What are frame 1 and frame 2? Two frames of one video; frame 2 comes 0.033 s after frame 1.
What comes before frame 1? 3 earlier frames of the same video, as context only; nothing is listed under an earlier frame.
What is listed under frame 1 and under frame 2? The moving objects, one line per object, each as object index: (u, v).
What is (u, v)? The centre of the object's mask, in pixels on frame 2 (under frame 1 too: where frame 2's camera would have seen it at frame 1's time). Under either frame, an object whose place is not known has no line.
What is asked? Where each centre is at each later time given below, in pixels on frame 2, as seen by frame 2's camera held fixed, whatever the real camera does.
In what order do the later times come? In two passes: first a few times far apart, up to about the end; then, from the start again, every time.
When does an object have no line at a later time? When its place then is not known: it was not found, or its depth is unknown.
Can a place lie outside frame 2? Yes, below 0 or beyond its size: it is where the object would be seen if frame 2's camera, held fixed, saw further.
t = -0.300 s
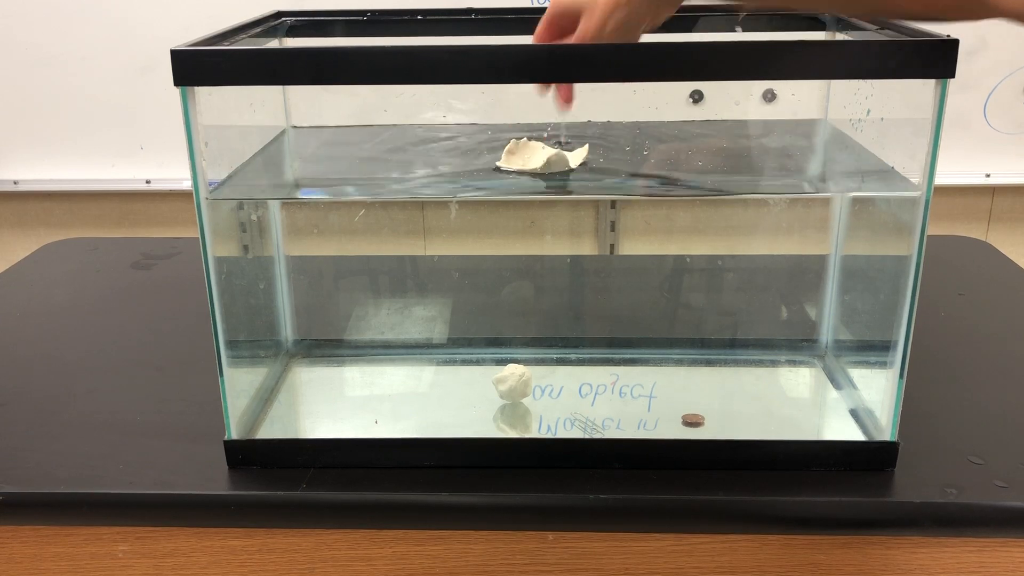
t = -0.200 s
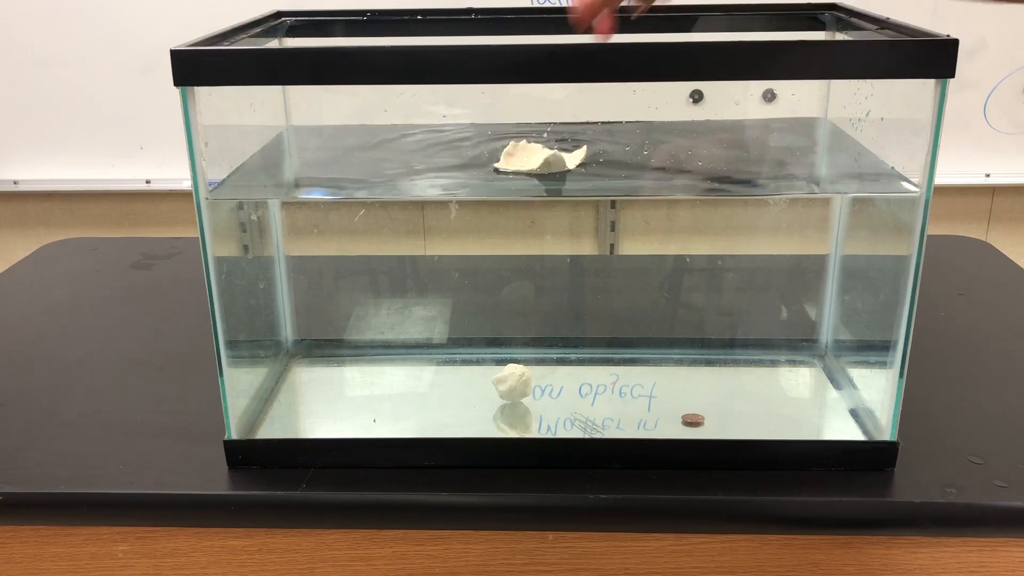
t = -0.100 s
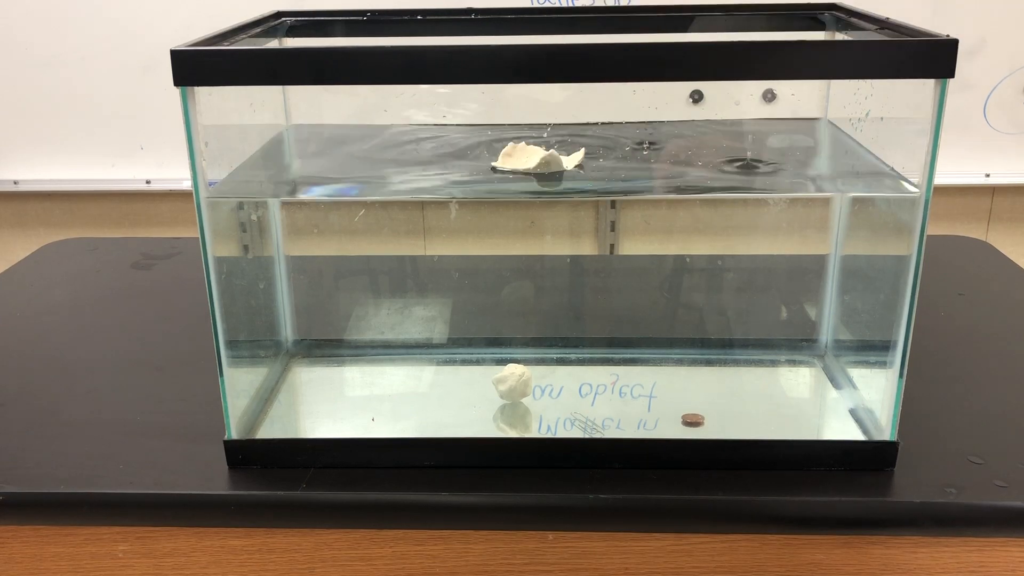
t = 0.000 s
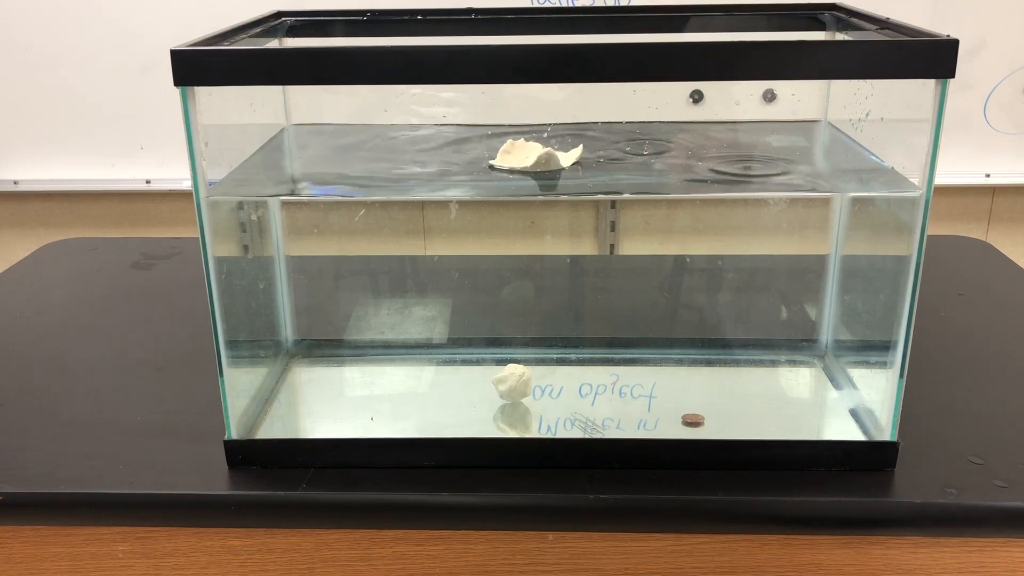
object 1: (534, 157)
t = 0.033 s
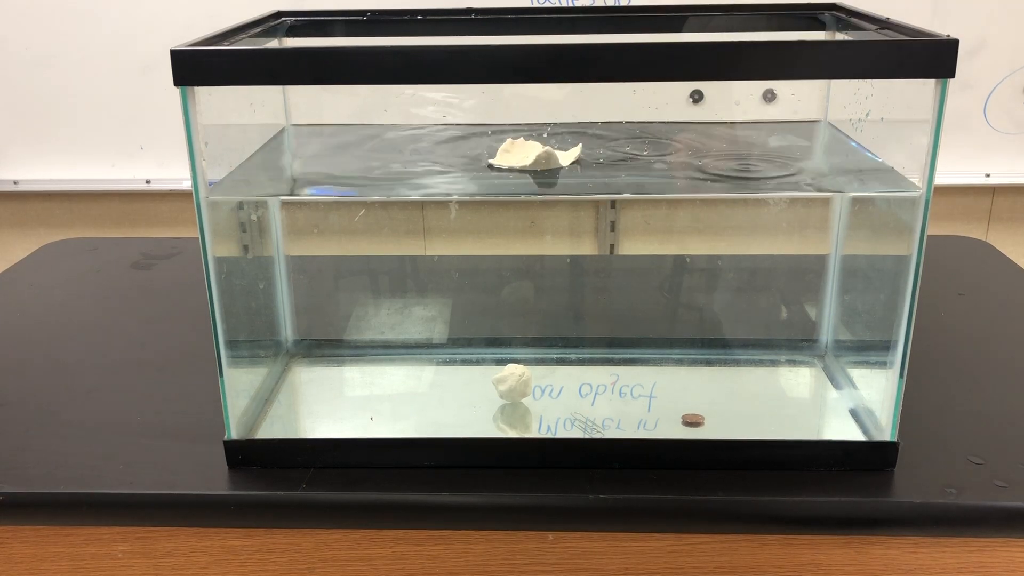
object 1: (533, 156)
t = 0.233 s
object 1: (530, 154)
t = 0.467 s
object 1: (528, 154)
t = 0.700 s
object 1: (523, 151)
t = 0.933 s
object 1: (519, 150)
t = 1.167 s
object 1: (518, 149)
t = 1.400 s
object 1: (516, 147)
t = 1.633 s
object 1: (511, 146)
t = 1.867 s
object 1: (509, 144)
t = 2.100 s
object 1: (507, 144)
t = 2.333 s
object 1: (505, 142)
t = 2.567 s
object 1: (502, 141)
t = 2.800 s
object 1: (500, 140)
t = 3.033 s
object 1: (500, 139)
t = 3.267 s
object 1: (497, 138)
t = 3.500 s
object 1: (495, 137)
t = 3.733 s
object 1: (493, 136)
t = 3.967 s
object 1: (493, 136)
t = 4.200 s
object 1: (490, 134)
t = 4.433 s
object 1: (488, 134)
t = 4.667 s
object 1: (488, 133)
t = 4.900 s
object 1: (486, 132)
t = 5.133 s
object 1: (484, 131)
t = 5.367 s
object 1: (482, 131)
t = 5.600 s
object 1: (481, 130)
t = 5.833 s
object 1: (480, 130)
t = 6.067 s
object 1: (477, 128)
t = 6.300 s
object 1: (477, 129)
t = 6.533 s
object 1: (475, 128)
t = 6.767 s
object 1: (473, 129)
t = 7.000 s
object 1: (471, 128)
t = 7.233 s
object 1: (471, 129)
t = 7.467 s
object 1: (470, 128)
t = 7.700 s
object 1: (467, 129)
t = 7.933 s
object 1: (466, 128)
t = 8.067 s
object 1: (467, 129)
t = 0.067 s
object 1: (532, 155)
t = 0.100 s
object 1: (532, 154)
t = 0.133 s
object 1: (531, 154)
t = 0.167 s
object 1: (530, 154)
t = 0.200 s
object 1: (530, 154)
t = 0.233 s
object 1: (530, 154)
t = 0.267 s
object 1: (530, 154)
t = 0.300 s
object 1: (530, 154)
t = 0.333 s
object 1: (529, 155)
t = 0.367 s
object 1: (529, 155)
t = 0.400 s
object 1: (529, 155)
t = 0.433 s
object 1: (529, 155)
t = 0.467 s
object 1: (528, 154)
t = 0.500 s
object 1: (527, 154)
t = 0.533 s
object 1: (527, 153)
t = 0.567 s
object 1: (526, 152)
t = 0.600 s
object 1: (525, 151)
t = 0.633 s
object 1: (524, 151)
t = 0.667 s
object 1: (524, 151)
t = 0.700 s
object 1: (523, 151)
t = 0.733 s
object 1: (523, 151)
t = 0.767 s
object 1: (523, 151)
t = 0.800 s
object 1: (523, 151)
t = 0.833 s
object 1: (522, 150)
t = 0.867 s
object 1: (521, 150)
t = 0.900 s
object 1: (520, 150)
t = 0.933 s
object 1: (519, 150)
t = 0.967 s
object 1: (518, 150)
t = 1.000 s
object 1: (518, 150)
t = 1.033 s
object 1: (517, 150)
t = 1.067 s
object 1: (517, 150)
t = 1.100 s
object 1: (517, 150)
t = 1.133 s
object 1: (517, 150)
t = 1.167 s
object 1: (518, 149)
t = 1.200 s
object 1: (518, 149)
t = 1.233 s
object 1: (517, 148)
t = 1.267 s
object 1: (517, 148)
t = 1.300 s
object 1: (517, 147)
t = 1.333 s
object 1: (517, 147)
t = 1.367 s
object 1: (516, 147)
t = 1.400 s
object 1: (516, 147)
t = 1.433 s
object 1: (515, 147)
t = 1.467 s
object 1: (513, 147)
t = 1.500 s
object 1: (513, 147)
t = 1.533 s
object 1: (512, 147)
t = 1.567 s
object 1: (511, 147)
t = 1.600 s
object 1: (511, 146)
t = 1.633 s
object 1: (511, 146)
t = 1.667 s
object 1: (511, 146)
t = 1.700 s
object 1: (511, 146)
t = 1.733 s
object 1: (511, 146)
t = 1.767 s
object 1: (510, 146)
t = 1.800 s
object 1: (510, 145)
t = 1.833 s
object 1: (509, 145)
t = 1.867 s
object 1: (509, 144)
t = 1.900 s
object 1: (508, 144)
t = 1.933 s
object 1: (508, 143)
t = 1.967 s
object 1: (507, 143)
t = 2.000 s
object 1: (507, 143)
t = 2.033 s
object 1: (507, 143)
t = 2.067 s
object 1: (507, 143)
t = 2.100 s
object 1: (507, 144)
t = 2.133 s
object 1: (507, 144)
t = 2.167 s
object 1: (507, 144)
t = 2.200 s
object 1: (507, 145)
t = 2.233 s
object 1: (506, 144)
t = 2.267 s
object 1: (506, 144)
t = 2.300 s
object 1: (506, 143)
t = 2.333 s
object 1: (505, 142)
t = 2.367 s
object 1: (505, 142)
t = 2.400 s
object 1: (505, 141)
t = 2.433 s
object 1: (504, 140)
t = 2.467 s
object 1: (504, 140)
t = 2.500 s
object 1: (503, 140)
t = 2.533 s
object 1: (502, 141)
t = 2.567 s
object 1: (502, 141)
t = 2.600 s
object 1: (501, 141)
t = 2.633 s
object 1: (501, 141)
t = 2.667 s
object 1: (500, 141)
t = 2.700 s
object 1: (500, 141)
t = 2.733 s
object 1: (500, 141)
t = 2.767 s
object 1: (500, 141)
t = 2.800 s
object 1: (500, 140)
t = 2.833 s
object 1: (500, 140)
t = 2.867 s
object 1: (500, 140)
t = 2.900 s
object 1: (500, 139)
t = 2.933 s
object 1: (500, 139)
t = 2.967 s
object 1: (500, 139)
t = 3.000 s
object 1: (500, 139)
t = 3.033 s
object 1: (500, 139)
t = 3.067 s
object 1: (499, 139)
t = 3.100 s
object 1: (499, 139)
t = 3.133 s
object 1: (499, 139)
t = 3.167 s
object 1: (498, 139)
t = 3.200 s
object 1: (498, 139)
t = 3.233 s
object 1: (497, 138)
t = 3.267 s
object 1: (497, 138)
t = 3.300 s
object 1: (496, 138)
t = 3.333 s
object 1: (496, 138)
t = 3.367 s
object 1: (495, 137)
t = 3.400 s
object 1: (495, 137)
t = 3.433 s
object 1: (495, 137)
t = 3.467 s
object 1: (495, 137)
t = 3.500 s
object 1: (495, 137)
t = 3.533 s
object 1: (495, 137)
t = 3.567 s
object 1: (495, 137)
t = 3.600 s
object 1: (495, 137)
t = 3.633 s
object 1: (494, 137)
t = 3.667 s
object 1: (494, 136)
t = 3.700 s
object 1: (494, 136)
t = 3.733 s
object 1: (493, 136)
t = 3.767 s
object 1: (493, 136)
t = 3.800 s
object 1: (493, 135)
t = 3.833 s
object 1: (493, 136)
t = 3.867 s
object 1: (492, 136)
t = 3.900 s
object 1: (492, 136)
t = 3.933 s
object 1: (493, 136)
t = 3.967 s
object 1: (493, 136)
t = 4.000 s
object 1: (493, 136)
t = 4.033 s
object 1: (493, 136)
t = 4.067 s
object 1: (493, 136)
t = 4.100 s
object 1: (493, 135)
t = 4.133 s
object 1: (492, 135)
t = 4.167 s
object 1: (491, 134)
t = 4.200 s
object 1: (490, 134)
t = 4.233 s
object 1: (490, 134)
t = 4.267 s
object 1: (489, 133)
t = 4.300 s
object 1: (489, 133)
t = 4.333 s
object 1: (488, 133)
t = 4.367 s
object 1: (488, 133)
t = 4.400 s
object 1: (488, 133)
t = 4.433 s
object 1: (488, 134)
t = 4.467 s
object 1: (488, 134)
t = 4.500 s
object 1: (488, 134)
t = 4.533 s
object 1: (488, 134)
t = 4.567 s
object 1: (488, 134)
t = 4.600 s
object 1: (488, 134)
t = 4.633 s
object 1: (488, 133)
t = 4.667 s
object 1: (488, 133)
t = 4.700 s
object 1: (488, 132)
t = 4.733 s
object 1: (488, 132)
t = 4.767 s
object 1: (487, 131)
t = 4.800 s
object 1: (487, 131)
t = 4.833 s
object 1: (487, 132)
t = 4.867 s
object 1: (487, 132)
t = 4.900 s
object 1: (486, 132)
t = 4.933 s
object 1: (486, 133)
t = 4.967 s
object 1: (485, 133)
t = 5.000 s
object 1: (485, 133)
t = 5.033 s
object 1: (484, 132)
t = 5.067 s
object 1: (484, 132)
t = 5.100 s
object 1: (484, 131)
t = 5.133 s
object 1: (484, 131)
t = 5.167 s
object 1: (484, 130)
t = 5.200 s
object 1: (484, 130)
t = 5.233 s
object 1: (484, 130)
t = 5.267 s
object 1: (483, 130)
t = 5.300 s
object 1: (483, 130)
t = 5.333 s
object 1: (483, 131)
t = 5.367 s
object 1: (482, 131)
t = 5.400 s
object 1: (482, 131)
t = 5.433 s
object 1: (482, 131)
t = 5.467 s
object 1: (482, 131)
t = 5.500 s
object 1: (481, 130)
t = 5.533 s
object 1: (481, 130)
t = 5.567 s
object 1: (481, 130)
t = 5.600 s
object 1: (481, 130)
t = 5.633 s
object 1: (481, 130)
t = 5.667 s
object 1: (481, 130)
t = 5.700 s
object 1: (481, 130)
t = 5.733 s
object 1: (481, 130)
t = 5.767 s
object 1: (481, 130)
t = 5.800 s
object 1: (481, 130)
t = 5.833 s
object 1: (480, 130)
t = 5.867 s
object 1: (480, 130)
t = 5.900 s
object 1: (479, 129)
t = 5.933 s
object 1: (479, 129)
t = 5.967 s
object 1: (478, 129)
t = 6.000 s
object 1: (478, 129)
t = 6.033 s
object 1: (477, 128)
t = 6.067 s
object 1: (477, 128)
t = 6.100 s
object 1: (477, 128)
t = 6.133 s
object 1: (477, 128)
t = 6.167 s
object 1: (477, 128)
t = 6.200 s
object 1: (477, 128)
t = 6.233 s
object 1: (477, 128)
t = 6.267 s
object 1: (477, 128)
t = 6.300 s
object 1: (477, 129)
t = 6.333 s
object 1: (477, 129)
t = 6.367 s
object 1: (476, 129)
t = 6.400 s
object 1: (476, 129)
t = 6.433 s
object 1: (476, 129)
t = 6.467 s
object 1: (476, 129)
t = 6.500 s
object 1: (475, 128)
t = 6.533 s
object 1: (475, 128)
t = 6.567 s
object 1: (475, 128)
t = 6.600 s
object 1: (475, 128)
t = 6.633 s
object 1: (474, 128)
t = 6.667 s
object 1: (474, 128)
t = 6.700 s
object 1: (474, 129)
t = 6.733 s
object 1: (473, 129)
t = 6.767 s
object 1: (473, 129)
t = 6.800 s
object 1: (473, 129)
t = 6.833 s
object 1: (473, 129)
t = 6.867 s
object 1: (473, 128)
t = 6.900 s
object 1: (473, 128)
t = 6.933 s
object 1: (472, 128)
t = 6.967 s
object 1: (472, 128)
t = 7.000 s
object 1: (471, 128)
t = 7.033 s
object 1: (471, 128)
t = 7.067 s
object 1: (471, 128)
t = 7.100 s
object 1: (471, 128)
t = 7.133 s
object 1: (471, 128)
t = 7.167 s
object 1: (471, 129)
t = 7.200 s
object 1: (471, 129)
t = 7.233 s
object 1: (471, 129)
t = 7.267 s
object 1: (471, 129)
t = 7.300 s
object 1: (470, 129)
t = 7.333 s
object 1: (470, 129)
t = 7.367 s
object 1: (470, 129)
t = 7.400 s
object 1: (470, 128)
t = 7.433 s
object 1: (470, 128)
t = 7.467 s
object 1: (470, 128)
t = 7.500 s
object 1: (470, 128)
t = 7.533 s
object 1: (470, 128)
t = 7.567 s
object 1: (469, 128)
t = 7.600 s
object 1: (469, 128)
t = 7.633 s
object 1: (468, 129)
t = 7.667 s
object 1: (468, 129)
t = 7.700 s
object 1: (467, 129)
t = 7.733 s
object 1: (466, 129)
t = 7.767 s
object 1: (466, 128)
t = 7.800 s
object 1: (466, 128)
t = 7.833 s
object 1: (465, 128)
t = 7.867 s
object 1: (466, 128)
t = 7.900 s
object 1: (466, 127)
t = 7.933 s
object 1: (466, 128)
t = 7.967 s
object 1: (466, 128)
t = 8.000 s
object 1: (467, 128)
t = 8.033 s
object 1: (467, 128)
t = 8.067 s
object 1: (467, 129)
